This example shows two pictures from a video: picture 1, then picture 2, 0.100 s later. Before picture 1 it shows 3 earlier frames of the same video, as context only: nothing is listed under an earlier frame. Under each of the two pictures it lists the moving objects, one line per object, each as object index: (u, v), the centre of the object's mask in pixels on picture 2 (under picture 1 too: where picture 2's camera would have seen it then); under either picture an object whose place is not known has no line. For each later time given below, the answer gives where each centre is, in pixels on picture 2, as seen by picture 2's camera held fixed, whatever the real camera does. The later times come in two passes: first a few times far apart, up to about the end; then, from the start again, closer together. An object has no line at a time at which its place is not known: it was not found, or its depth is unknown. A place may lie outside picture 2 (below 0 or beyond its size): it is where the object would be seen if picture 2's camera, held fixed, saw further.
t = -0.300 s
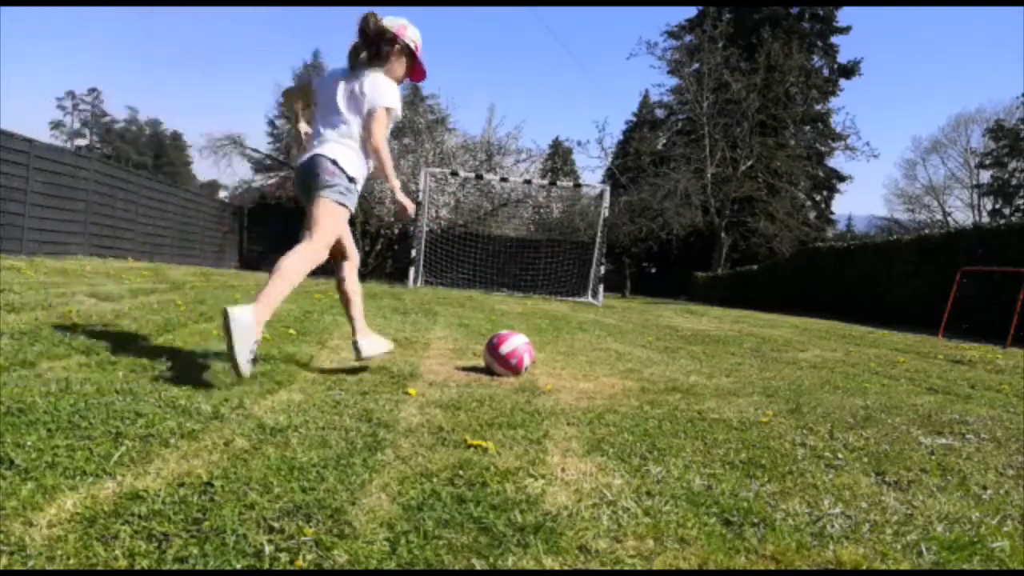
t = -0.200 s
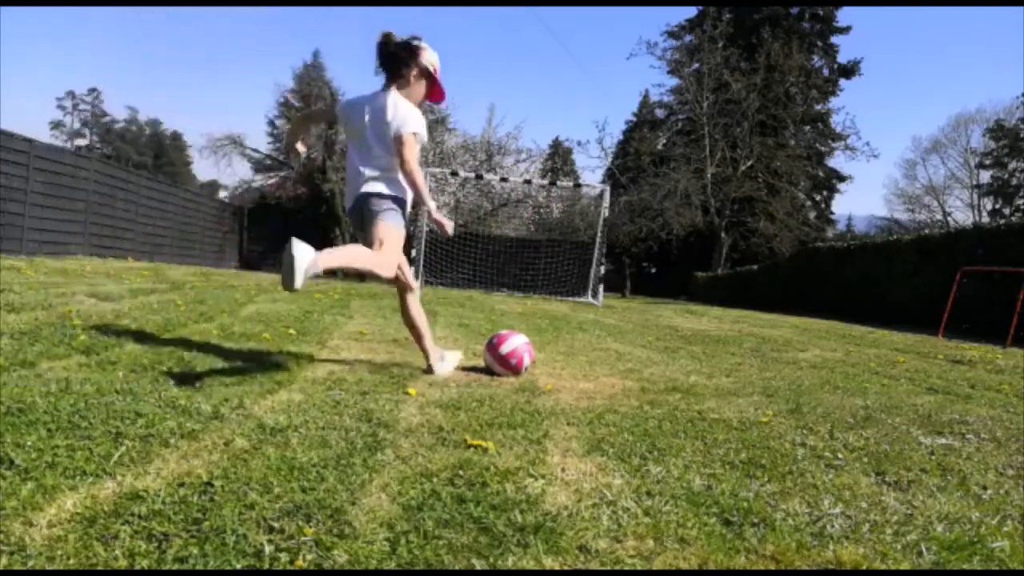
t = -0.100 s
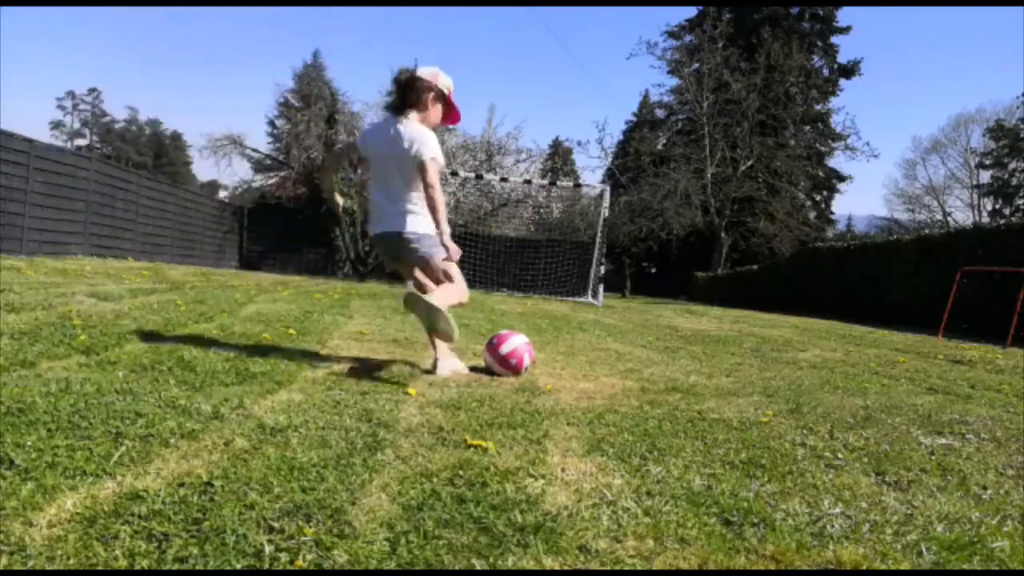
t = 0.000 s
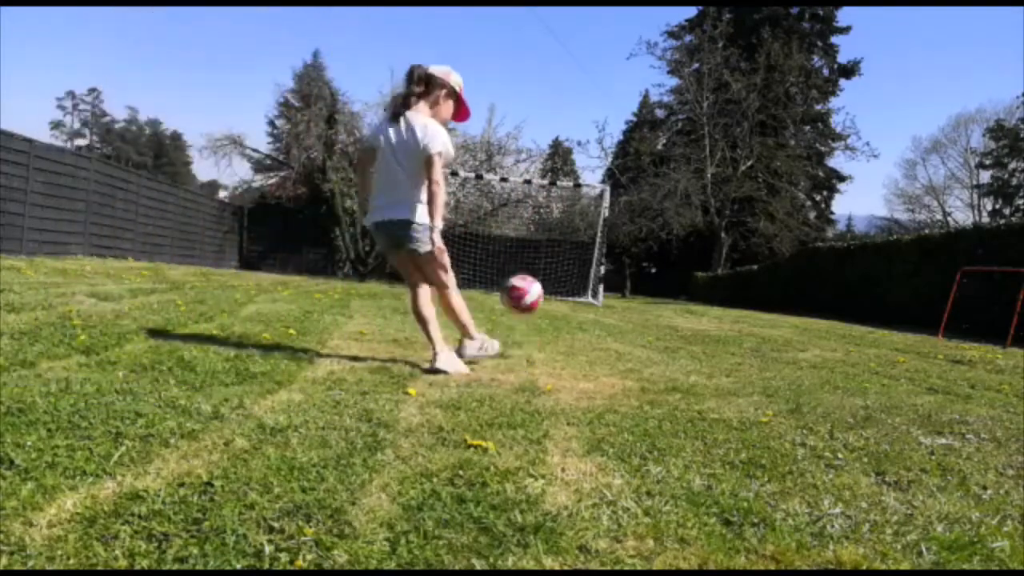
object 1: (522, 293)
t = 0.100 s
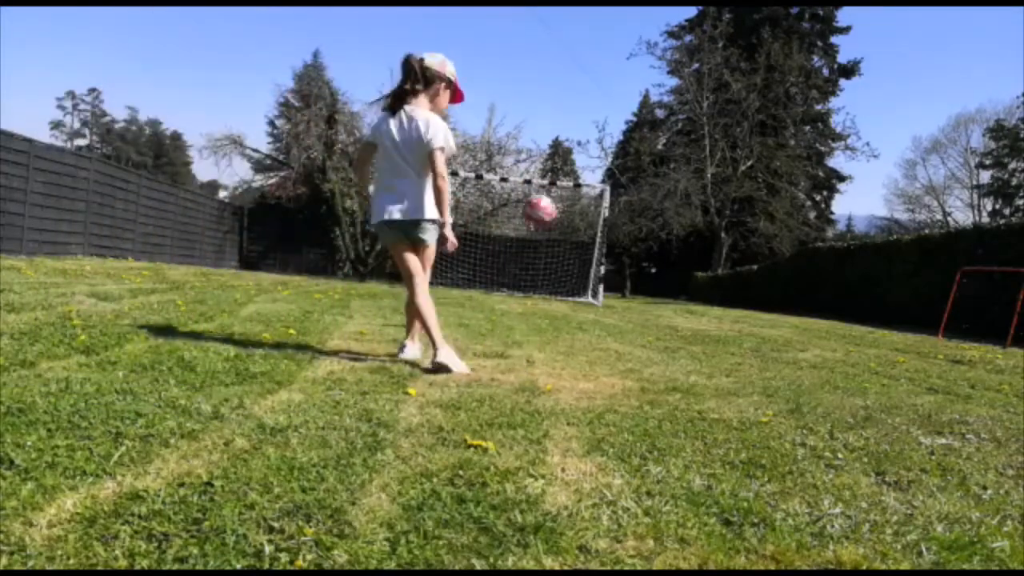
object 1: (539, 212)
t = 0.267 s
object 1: (548, 156)
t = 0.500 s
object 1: (546, 151)
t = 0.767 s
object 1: (540, 180)
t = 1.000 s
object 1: (542, 186)
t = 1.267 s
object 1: (541, 248)
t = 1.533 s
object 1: (541, 266)
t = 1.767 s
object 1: (544, 226)
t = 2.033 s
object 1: (539, 235)
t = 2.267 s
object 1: (526, 311)
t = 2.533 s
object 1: (522, 271)
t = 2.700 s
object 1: (516, 281)
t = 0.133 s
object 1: (542, 194)
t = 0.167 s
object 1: (544, 180)
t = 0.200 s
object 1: (546, 170)
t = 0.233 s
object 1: (547, 163)
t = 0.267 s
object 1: (548, 156)
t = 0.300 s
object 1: (549, 153)
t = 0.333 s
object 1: (549, 150)
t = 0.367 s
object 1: (548, 149)
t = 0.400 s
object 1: (548, 149)
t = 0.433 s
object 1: (548, 149)
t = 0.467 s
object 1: (548, 150)
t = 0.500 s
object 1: (546, 151)
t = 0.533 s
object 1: (546, 153)
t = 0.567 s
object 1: (545, 156)
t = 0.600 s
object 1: (545, 160)
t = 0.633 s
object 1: (544, 163)
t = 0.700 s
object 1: (542, 173)
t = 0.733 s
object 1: (540, 178)
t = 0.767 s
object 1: (540, 180)
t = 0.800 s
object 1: (541, 179)
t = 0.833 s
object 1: (541, 179)
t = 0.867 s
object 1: (541, 179)
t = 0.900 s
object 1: (541, 179)
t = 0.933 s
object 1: (541, 180)
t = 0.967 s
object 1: (541, 182)
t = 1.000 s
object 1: (542, 186)
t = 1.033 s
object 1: (542, 190)
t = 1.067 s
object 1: (543, 196)
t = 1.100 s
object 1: (543, 201)
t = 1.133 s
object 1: (543, 208)
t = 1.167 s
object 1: (543, 217)
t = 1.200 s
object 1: (542, 226)
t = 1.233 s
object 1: (542, 236)
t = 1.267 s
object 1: (541, 248)
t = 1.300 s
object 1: (540, 260)
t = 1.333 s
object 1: (540, 273)
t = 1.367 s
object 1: (538, 289)
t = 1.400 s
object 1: (537, 304)
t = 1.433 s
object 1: (538, 296)
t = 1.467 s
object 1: (541, 284)
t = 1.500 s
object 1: (541, 274)
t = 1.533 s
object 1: (541, 266)
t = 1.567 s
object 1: (541, 258)
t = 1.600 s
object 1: (542, 250)
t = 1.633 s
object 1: (543, 245)
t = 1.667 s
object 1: (544, 237)
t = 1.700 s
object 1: (545, 232)
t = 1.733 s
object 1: (545, 227)
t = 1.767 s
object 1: (544, 226)
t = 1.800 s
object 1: (544, 222)
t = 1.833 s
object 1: (544, 221)
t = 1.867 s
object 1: (543, 221)
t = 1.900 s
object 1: (543, 222)
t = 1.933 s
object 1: (542, 224)
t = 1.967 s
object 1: (542, 226)
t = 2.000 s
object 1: (540, 230)
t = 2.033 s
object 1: (539, 235)
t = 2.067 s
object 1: (537, 243)
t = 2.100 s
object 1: (537, 252)
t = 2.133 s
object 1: (535, 262)
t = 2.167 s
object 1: (533, 272)
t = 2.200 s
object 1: (531, 284)
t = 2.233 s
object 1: (528, 298)
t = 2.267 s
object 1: (526, 311)
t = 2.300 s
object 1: (526, 306)
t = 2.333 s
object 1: (526, 298)
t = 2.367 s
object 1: (526, 291)
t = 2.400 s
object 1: (526, 284)
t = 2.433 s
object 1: (525, 280)
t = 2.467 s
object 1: (524, 277)
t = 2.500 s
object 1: (523, 272)
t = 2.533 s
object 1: (522, 271)
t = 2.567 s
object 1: (522, 271)
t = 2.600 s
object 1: (521, 271)
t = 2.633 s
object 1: (519, 274)
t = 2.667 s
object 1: (517, 276)
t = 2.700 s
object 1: (516, 281)
